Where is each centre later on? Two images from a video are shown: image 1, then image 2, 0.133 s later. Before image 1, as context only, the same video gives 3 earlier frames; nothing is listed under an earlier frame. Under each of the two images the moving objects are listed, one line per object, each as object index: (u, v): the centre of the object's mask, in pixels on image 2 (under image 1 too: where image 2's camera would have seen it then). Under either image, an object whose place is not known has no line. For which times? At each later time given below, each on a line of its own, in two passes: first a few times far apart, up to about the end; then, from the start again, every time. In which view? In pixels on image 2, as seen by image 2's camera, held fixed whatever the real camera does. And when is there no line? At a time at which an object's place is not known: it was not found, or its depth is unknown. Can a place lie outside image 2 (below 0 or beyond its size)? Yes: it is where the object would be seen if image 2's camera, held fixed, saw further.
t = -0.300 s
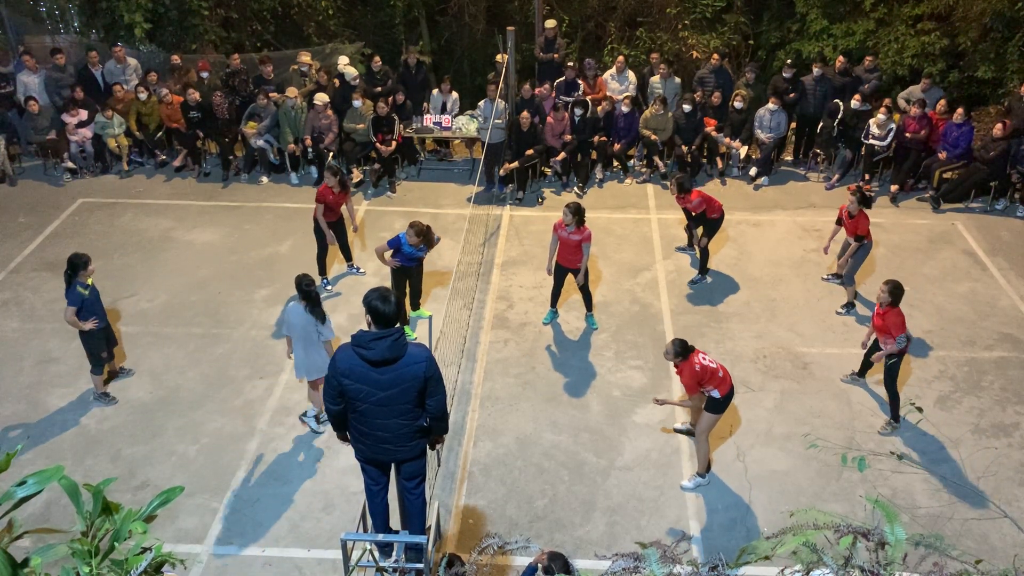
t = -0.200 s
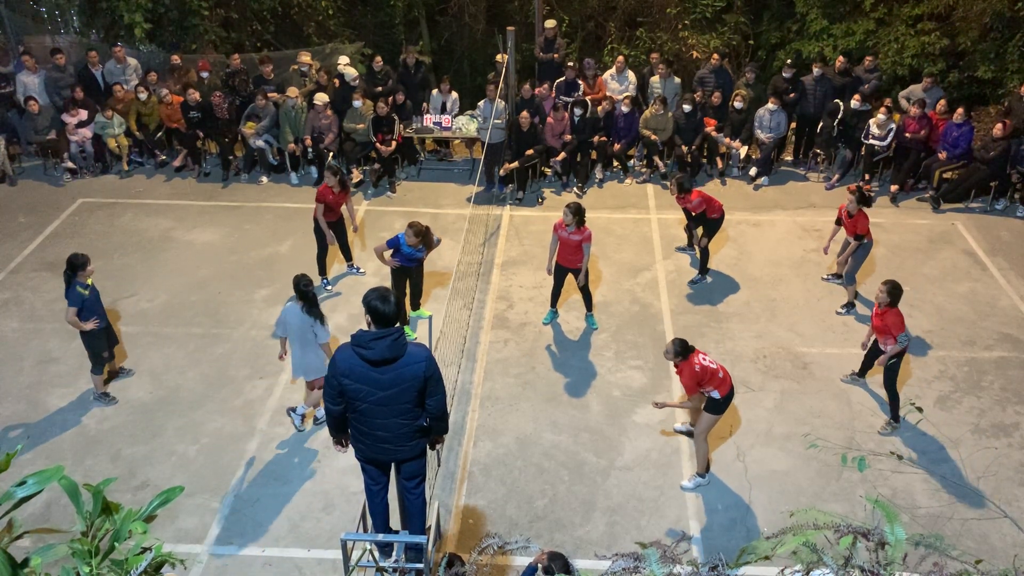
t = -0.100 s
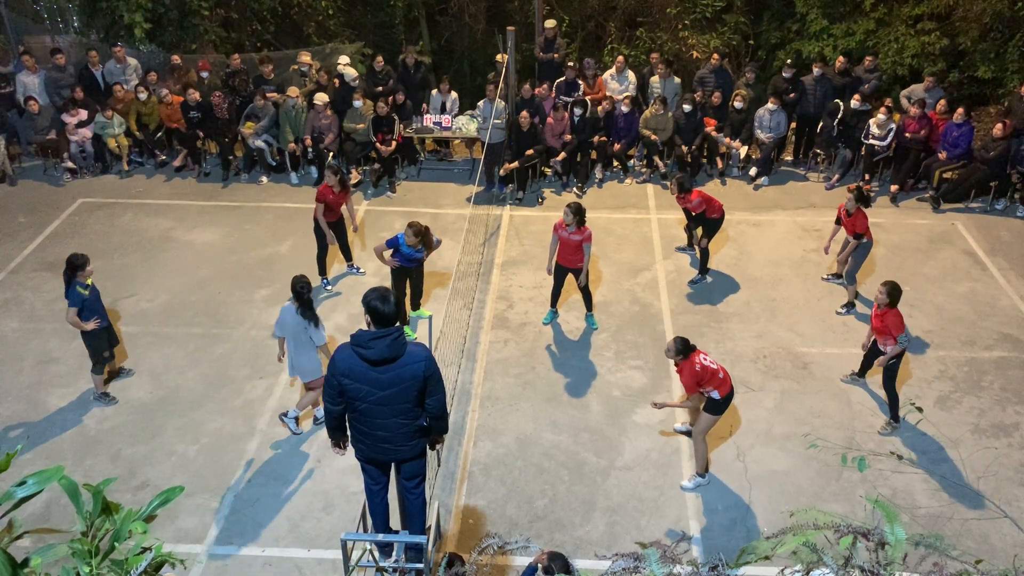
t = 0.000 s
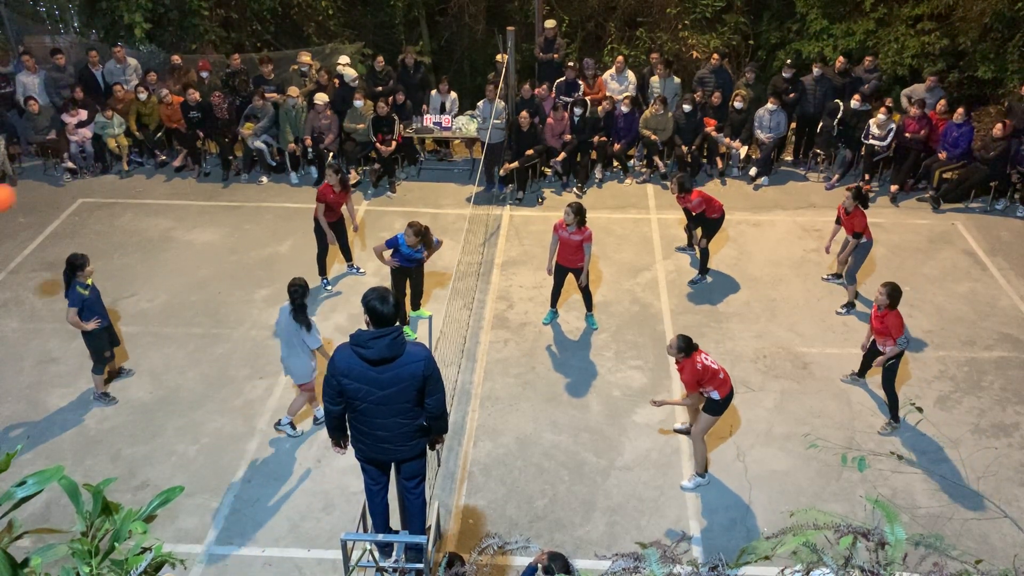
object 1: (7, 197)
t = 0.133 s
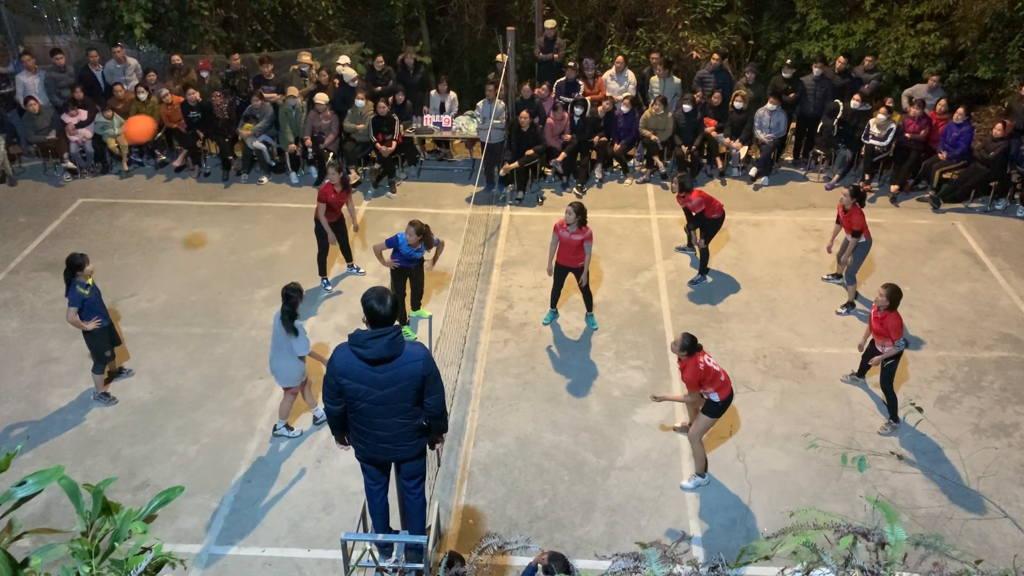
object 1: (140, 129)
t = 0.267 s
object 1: (274, 84)
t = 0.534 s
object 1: (516, 67)
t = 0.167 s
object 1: (173, 116)
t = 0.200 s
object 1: (207, 103)
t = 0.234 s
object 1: (240, 93)
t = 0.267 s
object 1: (274, 84)
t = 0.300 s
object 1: (306, 77)
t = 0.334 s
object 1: (339, 71)
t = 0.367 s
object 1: (371, 67)
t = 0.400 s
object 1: (401, 65)
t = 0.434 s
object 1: (432, 63)
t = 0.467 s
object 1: (460, 64)
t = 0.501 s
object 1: (487, 65)
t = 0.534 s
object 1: (516, 67)
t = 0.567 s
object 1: (541, 70)
